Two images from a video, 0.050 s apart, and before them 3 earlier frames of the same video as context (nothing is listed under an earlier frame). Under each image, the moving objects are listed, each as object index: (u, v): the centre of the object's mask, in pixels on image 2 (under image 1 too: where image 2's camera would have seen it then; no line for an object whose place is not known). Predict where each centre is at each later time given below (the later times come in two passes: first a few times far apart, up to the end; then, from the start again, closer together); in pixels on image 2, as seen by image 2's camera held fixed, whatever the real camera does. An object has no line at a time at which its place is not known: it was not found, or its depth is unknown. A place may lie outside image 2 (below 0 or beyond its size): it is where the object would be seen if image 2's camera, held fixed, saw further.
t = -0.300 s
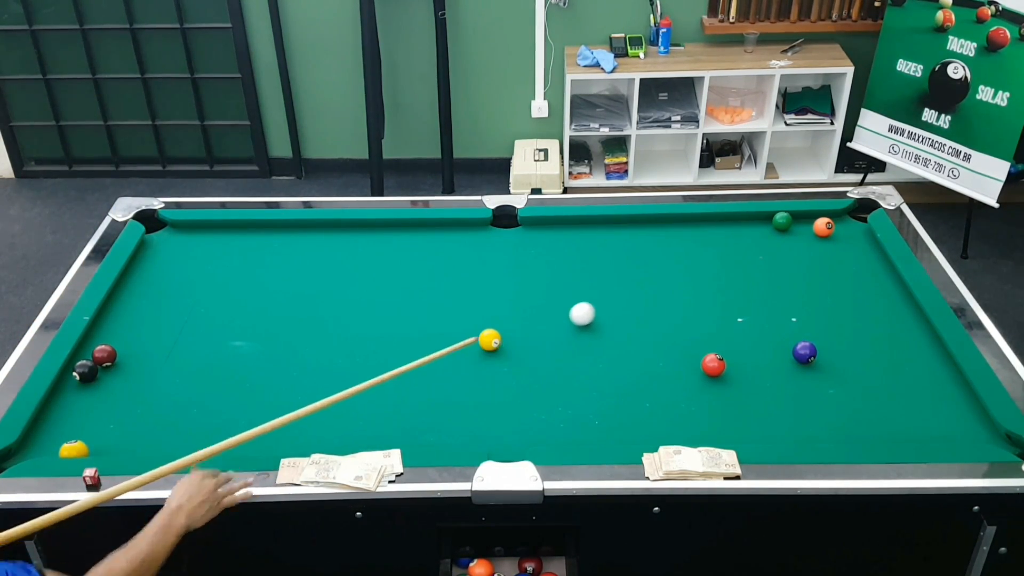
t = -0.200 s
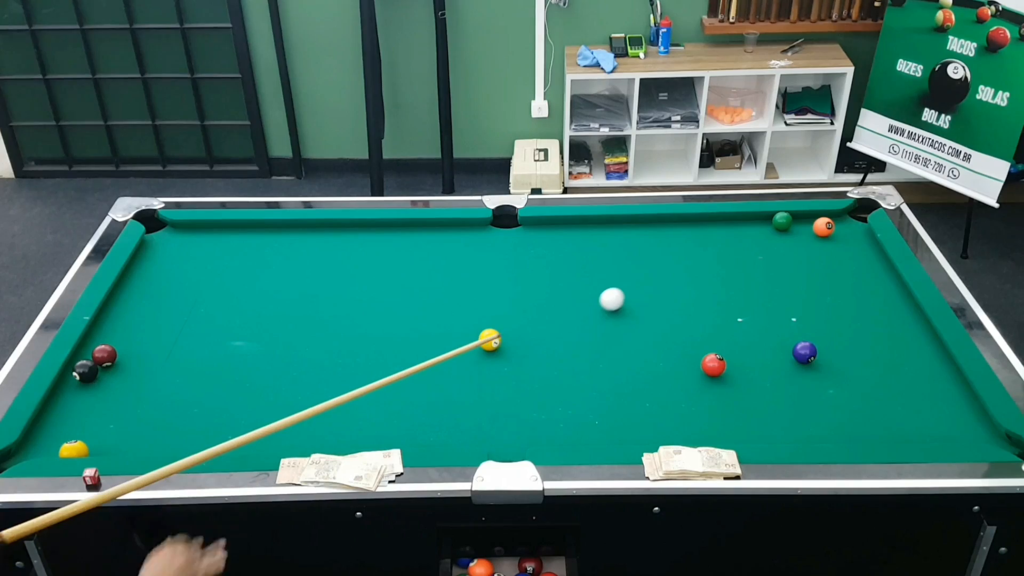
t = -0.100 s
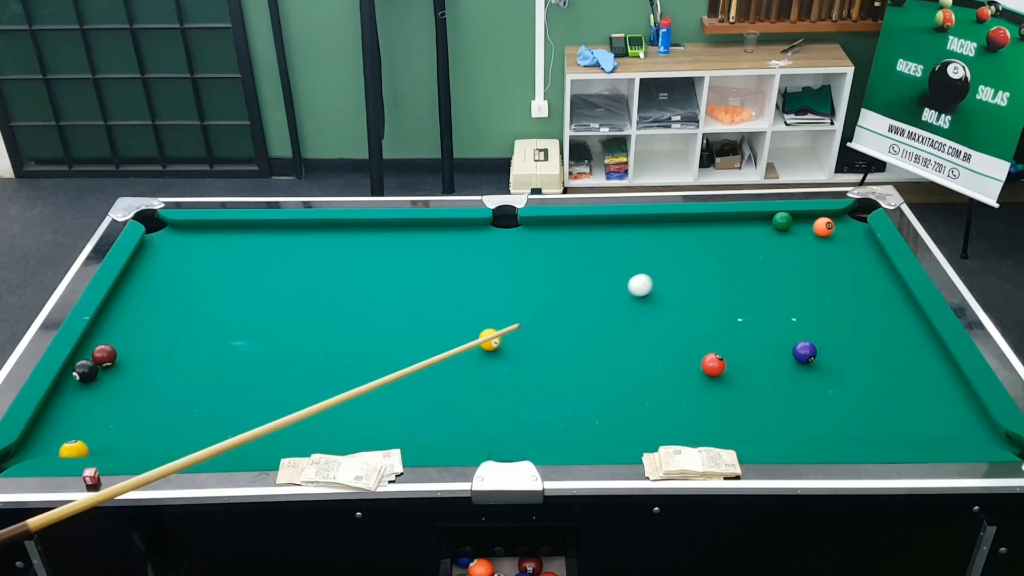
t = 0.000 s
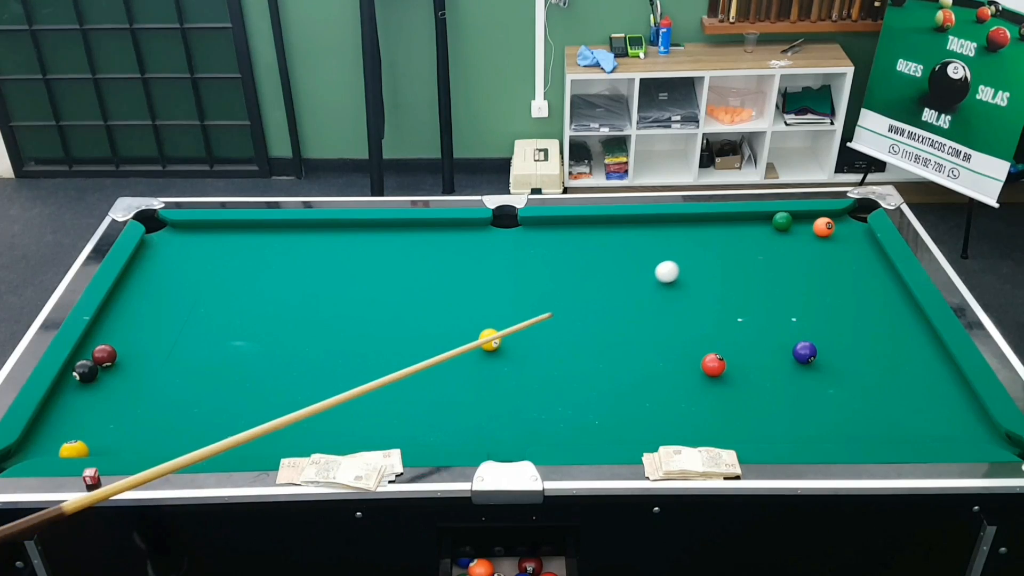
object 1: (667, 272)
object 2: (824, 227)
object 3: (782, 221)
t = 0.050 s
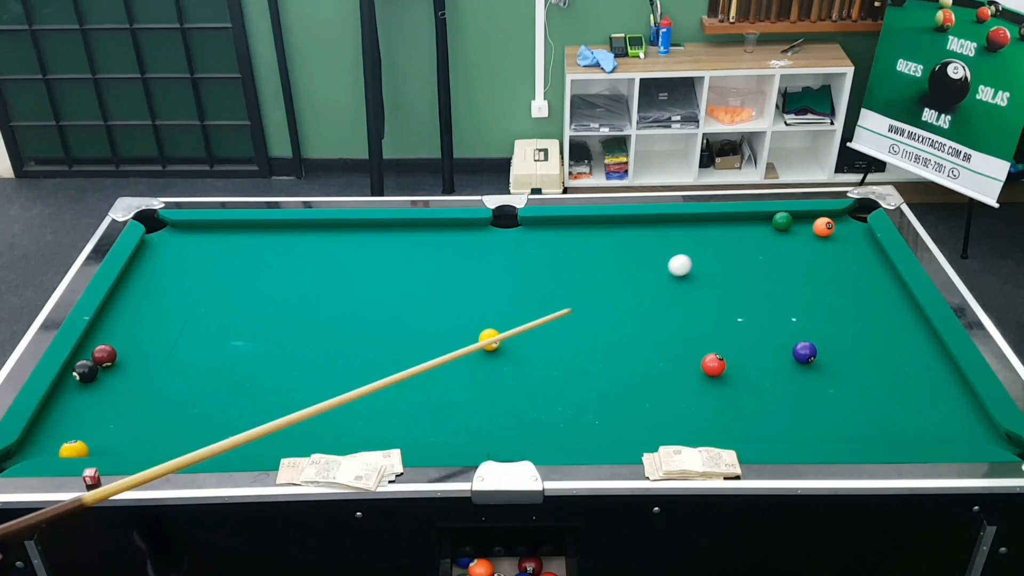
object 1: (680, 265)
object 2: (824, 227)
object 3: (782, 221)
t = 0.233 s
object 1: (724, 243)
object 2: (824, 227)
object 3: (782, 221)
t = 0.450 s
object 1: (762, 220)
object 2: (824, 227)
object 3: (795, 220)
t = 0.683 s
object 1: (767, 227)
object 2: (830, 232)
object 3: (843, 218)
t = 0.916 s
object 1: (772, 233)
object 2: (837, 237)
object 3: (844, 217)
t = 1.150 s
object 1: (775, 239)
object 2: (842, 242)
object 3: (835, 219)
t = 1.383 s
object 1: (778, 243)
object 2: (846, 245)
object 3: (828, 222)
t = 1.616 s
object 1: (781, 246)
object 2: (847, 248)
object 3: (823, 225)
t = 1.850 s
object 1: (782, 248)
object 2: (848, 249)
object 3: (819, 226)
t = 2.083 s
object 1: (781, 248)
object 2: (847, 249)
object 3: (816, 227)
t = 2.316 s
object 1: (780, 248)
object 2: (847, 248)
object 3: (815, 227)
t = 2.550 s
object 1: (780, 248)
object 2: (847, 248)
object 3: (815, 227)
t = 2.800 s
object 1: (780, 248)
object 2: (847, 248)
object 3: (815, 227)
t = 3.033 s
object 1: (780, 248)
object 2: (847, 248)
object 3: (815, 227)
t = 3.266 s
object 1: (780, 248)
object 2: (847, 249)
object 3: (815, 227)
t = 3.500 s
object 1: (780, 248)
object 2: (847, 248)
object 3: (815, 227)
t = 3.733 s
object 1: (780, 248)
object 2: (847, 248)
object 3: (815, 227)
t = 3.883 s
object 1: (780, 248)
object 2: (847, 248)
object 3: (815, 227)
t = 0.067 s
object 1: (684, 263)
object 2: (824, 227)
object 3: (782, 221)
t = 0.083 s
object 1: (688, 261)
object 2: (824, 227)
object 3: (782, 221)
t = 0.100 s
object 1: (692, 259)
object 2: (824, 227)
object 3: (782, 221)
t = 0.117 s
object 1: (697, 257)
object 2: (824, 227)
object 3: (782, 221)
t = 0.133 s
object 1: (700, 255)
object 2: (824, 227)
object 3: (782, 221)
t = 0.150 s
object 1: (705, 253)
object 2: (824, 227)
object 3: (782, 221)
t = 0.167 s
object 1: (709, 251)
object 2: (824, 227)
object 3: (782, 221)
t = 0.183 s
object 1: (713, 249)
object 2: (824, 227)
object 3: (782, 221)
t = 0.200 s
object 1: (717, 247)
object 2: (824, 227)
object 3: (782, 221)
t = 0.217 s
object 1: (721, 245)
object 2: (824, 227)
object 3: (782, 221)
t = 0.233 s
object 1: (724, 243)
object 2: (824, 227)
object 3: (782, 221)
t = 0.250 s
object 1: (728, 241)
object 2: (824, 227)
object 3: (782, 221)
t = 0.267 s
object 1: (732, 239)
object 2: (824, 227)
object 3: (782, 221)
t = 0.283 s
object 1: (736, 237)
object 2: (824, 227)
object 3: (782, 221)
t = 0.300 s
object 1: (740, 235)
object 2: (824, 227)
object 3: (782, 221)
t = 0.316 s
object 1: (743, 233)
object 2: (824, 227)
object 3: (782, 221)
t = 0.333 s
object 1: (747, 232)
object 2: (824, 227)
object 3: (782, 221)
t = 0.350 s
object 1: (751, 230)
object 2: (824, 227)
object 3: (782, 221)
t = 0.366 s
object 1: (755, 228)
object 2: (824, 227)
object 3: (782, 221)
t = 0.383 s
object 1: (758, 226)
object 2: (824, 227)
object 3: (782, 221)
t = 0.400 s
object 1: (762, 224)
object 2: (824, 227)
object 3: (783, 221)
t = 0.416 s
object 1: (763, 222)
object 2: (824, 227)
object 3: (785, 221)
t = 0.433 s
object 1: (763, 221)
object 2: (824, 227)
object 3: (790, 220)
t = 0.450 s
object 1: (762, 220)
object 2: (824, 227)
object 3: (795, 220)
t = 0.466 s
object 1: (763, 219)
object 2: (824, 227)
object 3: (800, 219)
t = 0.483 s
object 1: (763, 219)
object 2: (824, 227)
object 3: (804, 218)
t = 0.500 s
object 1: (763, 220)
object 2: (824, 227)
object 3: (808, 218)
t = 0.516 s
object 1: (763, 221)
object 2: (824, 227)
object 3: (811, 217)
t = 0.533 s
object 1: (764, 222)
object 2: (824, 227)
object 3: (815, 216)
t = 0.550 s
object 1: (764, 223)
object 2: (825, 228)
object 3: (818, 216)
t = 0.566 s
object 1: (764, 223)
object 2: (826, 228)
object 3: (822, 215)
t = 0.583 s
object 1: (765, 224)
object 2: (826, 229)
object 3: (825, 215)
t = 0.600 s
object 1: (765, 224)
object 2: (827, 229)
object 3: (829, 215)
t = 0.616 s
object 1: (766, 225)
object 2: (828, 230)
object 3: (832, 216)
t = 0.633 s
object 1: (766, 225)
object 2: (828, 230)
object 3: (835, 216)
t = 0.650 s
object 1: (766, 226)
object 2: (829, 231)
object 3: (838, 217)
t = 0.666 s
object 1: (767, 226)
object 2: (829, 231)
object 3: (841, 218)
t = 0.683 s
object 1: (767, 227)
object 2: (830, 232)
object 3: (843, 218)
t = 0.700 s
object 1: (768, 227)
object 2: (830, 232)
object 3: (846, 219)
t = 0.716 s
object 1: (768, 228)
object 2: (831, 232)
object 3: (848, 219)
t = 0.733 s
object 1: (768, 228)
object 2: (832, 233)
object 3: (852, 219)
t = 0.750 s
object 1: (768, 229)
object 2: (832, 233)
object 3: (854, 219)
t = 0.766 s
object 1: (769, 229)
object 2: (833, 234)
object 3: (857, 219)
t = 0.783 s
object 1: (769, 230)
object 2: (833, 234)
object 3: (856, 219)
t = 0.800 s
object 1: (769, 230)
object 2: (834, 234)
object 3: (854, 219)
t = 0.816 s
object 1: (770, 231)
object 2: (834, 235)
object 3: (852, 219)
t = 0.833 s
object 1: (770, 231)
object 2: (835, 235)
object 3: (850, 219)
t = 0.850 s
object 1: (770, 232)
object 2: (835, 236)
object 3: (849, 218)
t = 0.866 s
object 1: (771, 232)
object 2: (836, 236)
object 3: (848, 218)
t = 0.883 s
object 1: (771, 232)
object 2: (837, 237)
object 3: (846, 218)
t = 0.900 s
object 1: (771, 233)
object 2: (837, 237)
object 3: (845, 218)
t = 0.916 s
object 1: (772, 233)
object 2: (837, 237)
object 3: (844, 217)
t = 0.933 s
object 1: (772, 234)
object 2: (838, 238)
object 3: (842, 217)
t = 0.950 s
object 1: (772, 234)
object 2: (838, 238)
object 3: (841, 217)
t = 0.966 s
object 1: (772, 234)
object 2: (839, 238)
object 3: (840, 217)
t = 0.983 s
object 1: (773, 235)
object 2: (839, 239)
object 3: (840, 217)
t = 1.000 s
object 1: (773, 235)
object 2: (839, 239)
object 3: (839, 217)
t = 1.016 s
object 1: (773, 236)
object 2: (840, 239)
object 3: (839, 218)
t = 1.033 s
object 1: (773, 236)
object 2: (840, 240)
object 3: (838, 218)
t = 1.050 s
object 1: (774, 236)
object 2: (841, 240)
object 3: (838, 218)
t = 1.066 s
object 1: (774, 237)
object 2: (841, 240)
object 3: (837, 218)
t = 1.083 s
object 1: (774, 237)
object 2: (841, 240)
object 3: (837, 219)
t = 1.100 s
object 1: (774, 238)
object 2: (842, 241)
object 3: (836, 219)
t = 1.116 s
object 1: (775, 238)
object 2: (842, 241)
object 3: (836, 219)
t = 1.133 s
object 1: (775, 238)
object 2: (842, 241)
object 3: (835, 219)
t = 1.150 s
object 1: (775, 239)
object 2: (842, 242)
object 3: (835, 219)
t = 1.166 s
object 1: (775, 239)
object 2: (843, 242)
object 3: (834, 220)
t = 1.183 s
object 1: (776, 239)
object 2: (843, 242)
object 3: (833, 220)
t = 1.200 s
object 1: (776, 240)
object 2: (843, 243)
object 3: (833, 220)
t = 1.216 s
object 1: (776, 240)
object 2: (844, 243)
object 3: (833, 220)
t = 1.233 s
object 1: (776, 240)
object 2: (844, 243)
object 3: (832, 220)
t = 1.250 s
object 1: (777, 241)
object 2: (844, 243)
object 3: (831, 221)
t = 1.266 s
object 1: (777, 241)
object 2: (844, 244)
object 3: (831, 221)
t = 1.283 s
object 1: (777, 241)
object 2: (844, 244)
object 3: (830, 221)
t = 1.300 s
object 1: (777, 242)
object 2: (845, 244)
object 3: (830, 221)
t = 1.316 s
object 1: (778, 242)
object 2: (845, 244)
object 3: (830, 221)
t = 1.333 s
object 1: (778, 242)
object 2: (845, 245)
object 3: (829, 222)
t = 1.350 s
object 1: (778, 242)
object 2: (845, 245)
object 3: (829, 222)
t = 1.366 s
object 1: (778, 243)
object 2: (845, 245)
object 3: (828, 222)
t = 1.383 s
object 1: (778, 243)
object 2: (846, 245)
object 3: (828, 222)
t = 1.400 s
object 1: (779, 243)
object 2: (846, 245)
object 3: (827, 223)
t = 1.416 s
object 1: (779, 243)
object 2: (846, 246)
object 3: (827, 223)
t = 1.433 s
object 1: (779, 244)
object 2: (846, 246)
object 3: (826, 223)
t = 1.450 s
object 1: (779, 244)
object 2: (846, 246)
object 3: (826, 223)
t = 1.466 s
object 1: (779, 244)
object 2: (846, 246)
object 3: (826, 223)
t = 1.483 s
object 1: (780, 244)
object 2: (846, 246)
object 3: (825, 223)
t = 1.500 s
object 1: (780, 245)
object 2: (846, 246)
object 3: (825, 224)
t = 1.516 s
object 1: (780, 245)
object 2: (846, 247)
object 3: (825, 224)
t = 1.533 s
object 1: (780, 245)
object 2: (846, 247)
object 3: (824, 224)
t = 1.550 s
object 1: (780, 245)
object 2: (847, 247)
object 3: (824, 224)
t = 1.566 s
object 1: (780, 245)
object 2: (847, 247)
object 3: (824, 224)
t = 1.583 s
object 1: (780, 246)
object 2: (847, 247)
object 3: (823, 224)
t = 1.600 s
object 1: (781, 246)
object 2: (847, 247)
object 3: (823, 224)
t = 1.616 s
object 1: (781, 246)
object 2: (847, 248)
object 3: (823, 225)
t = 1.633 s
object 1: (781, 246)
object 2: (847, 248)
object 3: (822, 225)
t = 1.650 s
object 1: (781, 246)
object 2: (847, 248)
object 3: (822, 225)
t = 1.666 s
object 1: (781, 247)
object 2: (847, 248)
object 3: (821, 225)
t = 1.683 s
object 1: (781, 247)
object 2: (847, 248)
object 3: (821, 225)
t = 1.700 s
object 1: (781, 247)
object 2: (847, 248)
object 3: (821, 225)
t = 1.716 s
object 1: (781, 247)
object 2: (848, 248)
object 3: (821, 225)
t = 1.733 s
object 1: (781, 247)
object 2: (848, 248)
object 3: (820, 225)
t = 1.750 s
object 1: (781, 247)
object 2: (848, 248)
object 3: (820, 225)
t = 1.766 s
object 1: (782, 247)
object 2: (848, 249)
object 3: (820, 226)
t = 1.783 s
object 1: (782, 248)
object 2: (848, 249)
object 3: (820, 226)
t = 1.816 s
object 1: (782, 248)
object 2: (848, 249)
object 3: (819, 226)
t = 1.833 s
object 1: (782, 248)
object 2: (848, 249)
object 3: (819, 226)
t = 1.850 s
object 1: (782, 248)
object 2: (848, 249)
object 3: (819, 226)
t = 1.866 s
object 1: (782, 248)
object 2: (848, 249)
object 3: (819, 226)
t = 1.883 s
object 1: (781, 248)
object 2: (847, 249)
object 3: (818, 226)
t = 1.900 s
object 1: (781, 248)
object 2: (848, 249)
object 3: (818, 226)
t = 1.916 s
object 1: (781, 248)
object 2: (847, 249)
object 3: (818, 226)
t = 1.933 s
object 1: (781, 248)
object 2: (847, 249)
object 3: (818, 226)
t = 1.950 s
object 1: (781, 248)
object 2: (847, 249)
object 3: (818, 227)
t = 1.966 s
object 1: (781, 248)
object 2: (847, 249)
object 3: (817, 227)
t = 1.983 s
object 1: (781, 248)
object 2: (847, 249)
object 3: (817, 227)
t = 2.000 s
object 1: (781, 248)
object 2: (847, 249)
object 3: (817, 227)
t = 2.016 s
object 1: (781, 248)
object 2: (847, 249)
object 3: (817, 227)
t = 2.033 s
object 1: (781, 248)
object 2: (847, 249)
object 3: (817, 227)
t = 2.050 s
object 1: (781, 248)
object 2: (847, 249)
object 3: (816, 227)
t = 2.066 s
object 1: (781, 248)
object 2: (847, 249)
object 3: (816, 227)
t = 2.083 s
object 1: (781, 248)
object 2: (847, 249)
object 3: (816, 227)
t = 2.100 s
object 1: (781, 248)
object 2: (847, 249)
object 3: (816, 227)
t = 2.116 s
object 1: (781, 248)
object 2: (847, 249)
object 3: (816, 227)
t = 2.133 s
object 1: (781, 248)
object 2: (847, 249)
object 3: (816, 227)
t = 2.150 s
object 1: (780, 248)
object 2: (847, 248)
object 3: (816, 227)
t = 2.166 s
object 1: (780, 248)
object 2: (847, 249)
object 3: (815, 227)
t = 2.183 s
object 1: (780, 248)
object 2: (847, 249)
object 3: (815, 227)
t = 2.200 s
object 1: (780, 248)
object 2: (847, 248)
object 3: (815, 227)
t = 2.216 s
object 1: (780, 248)
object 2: (847, 248)
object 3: (815, 227)
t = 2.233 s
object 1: (780, 248)
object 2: (847, 248)
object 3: (815, 227)
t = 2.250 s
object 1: (780, 248)
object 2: (847, 248)
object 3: (815, 227)
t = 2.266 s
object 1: (780, 248)
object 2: (847, 248)
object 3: (815, 227)
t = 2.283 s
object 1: (780, 248)
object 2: (847, 248)
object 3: (815, 227)
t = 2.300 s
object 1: (780, 248)
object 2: (847, 248)
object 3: (815, 227)
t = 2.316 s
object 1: (780, 248)
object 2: (847, 248)
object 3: (815, 227)
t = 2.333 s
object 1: (780, 248)
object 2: (847, 248)
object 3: (815, 227)
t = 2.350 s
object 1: (780, 248)
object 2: (847, 248)
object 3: (815, 227)
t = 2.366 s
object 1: (780, 248)
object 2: (847, 248)
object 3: (815, 227)
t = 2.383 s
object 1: (780, 248)
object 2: (847, 248)
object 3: (815, 227)
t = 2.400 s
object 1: (780, 248)
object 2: (847, 248)
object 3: (815, 227)
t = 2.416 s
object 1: (780, 248)
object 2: (847, 248)
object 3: (815, 227)
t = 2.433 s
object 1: (780, 248)
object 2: (847, 248)
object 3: (815, 227)
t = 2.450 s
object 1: (780, 248)
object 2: (847, 248)
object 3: (815, 227)
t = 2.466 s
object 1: (780, 248)
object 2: (847, 248)
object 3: (815, 227)
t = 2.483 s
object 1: (780, 248)
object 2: (847, 248)
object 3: (815, 227)
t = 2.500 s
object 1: (780, 248)
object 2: (847, 248)
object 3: (815, 227)
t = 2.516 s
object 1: (780, 248)
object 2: (847, 248)
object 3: (815, 227)
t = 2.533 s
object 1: (780, 248)
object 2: (847, 248)
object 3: (815, 227)
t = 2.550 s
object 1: (780, 248)
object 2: (847, 248)
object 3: (815, 227)
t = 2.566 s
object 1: (780, 248)
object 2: (847, 248)
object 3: (815, 227)
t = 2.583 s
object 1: (780, 248)
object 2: (847, 248)
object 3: (815, 227)
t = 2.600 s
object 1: (780, 248)
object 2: (847, 248)
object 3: (815, 227)
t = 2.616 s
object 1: (780, 248)
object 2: (847, 248)
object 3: (815, 227)
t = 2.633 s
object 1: (780, 248)
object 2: (847, 248)
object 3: (815, 227)
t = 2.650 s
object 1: (780, 248)
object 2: (847, 249)
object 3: (815, 227)
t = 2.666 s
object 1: (780, 248)
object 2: (847, 249)
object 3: (815, 227)
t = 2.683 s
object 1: (780, 248)
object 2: (847, 248)
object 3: (815, 227)
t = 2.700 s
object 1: (780, 248)
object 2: (847, 248)
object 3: (815, 227)
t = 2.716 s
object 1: (780, 248)
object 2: (847, 249)
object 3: (815, 227)
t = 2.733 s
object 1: (780, 248)
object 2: (847, 248)
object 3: (815, 227)
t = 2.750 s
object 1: (780, 248)
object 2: (847, 249)
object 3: (815, 227)
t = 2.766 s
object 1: (780, 248)
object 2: (847, 249)
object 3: (815, 227)
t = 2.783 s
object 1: (780, 248)
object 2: (847, 248)
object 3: (815, 227)
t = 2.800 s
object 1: (780, 248)
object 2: (847, 248)
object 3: (815, 227)
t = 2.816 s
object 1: (780, 248)
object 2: (847, 249)
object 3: (815, 227)
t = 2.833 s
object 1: (780, 248)
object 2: (847, 248)
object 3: (815, 227)
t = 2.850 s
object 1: (780, 248)
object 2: (847, 249)
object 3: (815, 227)
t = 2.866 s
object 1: (780, 248)
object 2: (847, 249)
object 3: (815, 227)
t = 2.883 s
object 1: (780, 248)
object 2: (847, 249)
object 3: (815, 227)
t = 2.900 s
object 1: (780, 248)
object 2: (847, 248)
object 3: (815, 227)
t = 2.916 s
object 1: (780, 248)
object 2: (847, 248)
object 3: (815, 227)
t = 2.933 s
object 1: (780, 248)
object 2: (847, 248)
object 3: (815, 227)
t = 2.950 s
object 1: (780, 248)
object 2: (847, 248)
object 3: (815, 227)
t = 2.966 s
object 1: (780, 248)
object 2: (847, 249)
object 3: (815, 227)
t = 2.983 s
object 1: (780, 248)
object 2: (847, 248)
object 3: (815, 227)
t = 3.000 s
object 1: (780, 248)
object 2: (847, 248)
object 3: (815, 227)
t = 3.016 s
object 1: (780, 248)
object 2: (847, 248)
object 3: (815, 227)
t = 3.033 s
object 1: (780, 248)
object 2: (847, 248)
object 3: (815, 227)
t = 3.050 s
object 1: (780, 248)
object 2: (847, 248)
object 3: (815, 227)
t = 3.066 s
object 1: (780, 248)
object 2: (847, 248)
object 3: (815, 227)
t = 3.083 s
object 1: (780, 248)
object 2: (847, 248)
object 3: (815, 227)
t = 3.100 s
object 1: (780, 248)
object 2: (847, 249)
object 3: (815, 227)
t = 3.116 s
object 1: (780, 248)
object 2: (847, 249)
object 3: (815, 227)
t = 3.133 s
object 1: (780, 248)
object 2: (847, 249)
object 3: (815, 227)
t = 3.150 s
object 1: (780, 248)
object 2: (847, 248)
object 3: (815, 227)
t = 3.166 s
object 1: (780, 248)
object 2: (847, 249)
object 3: (815, 227)
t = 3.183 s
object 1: (780, 248)
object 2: (847, 248)
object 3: (815, 227)
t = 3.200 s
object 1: (780, 248)
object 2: (847, 249)
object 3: (815, 227)
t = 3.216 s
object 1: (780, 248)
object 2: (847, 249)
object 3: (815, 227)
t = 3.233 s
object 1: (780, 248)
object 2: (847, 248)
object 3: (815, 227)
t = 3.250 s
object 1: (780, 248)
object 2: (847, 248)
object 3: (815, 227)
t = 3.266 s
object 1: (780, 248)
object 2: (847, 249)
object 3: (815, 227)
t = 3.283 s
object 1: (780, 248)
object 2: (847, 249)
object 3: (815, 227)
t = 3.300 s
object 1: (780, 248)
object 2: (847, 249)
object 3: (815, 227)
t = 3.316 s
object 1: (780, 248)
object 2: (847, 248)
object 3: (815, 227)
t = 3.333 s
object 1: (780, 248)
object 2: (847, 248)
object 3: (815, 227)
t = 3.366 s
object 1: (780, 248)
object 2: (847, 249)
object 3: (815, 227)
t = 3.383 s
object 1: (780, 248)
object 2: (847, 248)
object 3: (815, 227)
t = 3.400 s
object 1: (780, 248)
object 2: (847, 249)
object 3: (815, 227)
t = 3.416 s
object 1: (780, 248)
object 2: (847, 248)
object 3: (815, 227)
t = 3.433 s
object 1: (780, 248)
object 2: (847, 248)
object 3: (815, 227)
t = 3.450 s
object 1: (780, 248)
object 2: (847, 248)
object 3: (815, 227)
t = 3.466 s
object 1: (780, 248)
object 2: (847, 249)
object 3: (815, 227)
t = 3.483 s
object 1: (780, 248)
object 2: (847, 249)
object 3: (815, 227)
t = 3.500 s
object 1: (780, 248)
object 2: (847, 248)
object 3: (815, 227)
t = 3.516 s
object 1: (780, 248)
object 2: (847, 248)
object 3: (815, 227)
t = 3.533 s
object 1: (780, 248)
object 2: (847, 248)
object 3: (815, 227)
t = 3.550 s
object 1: (780, 248)
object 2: (847, 248)
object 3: (815, 227)
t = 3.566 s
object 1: (780, 248)
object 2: (847, 249)
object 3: (815, 227)
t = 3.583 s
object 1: (780, 248)
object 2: (847, 249)
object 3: (815, 227)
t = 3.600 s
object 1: (780, 248)
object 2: (847, 248)
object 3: (815, 227)
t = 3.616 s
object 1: (780, 248)
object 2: (847, 249)
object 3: (815, 227)
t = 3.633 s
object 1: (780, 248)
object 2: (847, 248)
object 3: (815, 227)
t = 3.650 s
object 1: (780, 248)
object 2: (847, 249)
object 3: (815, 227)
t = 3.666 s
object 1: (780, 248)
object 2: (847, 248)
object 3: (815, 227)
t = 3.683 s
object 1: (780, 248)
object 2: (847, 249)
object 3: (815, 227)
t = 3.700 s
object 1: (780, 248)
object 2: (847, 249)
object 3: (815, 227)
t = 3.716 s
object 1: (780, 248)
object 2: (847, 248)
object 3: (815, 227)
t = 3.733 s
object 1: (780, 248)
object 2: (847, 248)
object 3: (815, 227)
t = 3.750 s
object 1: (780, 248)
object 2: (847, 248)
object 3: (815, 227)
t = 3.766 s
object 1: (780, 248)
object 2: (847, 248)
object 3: (815, 227)
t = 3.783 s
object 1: (780, 248)
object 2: (847, 248)
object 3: (815, 227)
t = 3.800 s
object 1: (780, 248)
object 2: (847, 248)
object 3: (815, 227)
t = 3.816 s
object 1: (780, 248)
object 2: (847, 248)
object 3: (815, 227)
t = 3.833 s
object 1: (780, 248)
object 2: (847, 248)
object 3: (815, 227)
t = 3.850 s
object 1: (780, 248)
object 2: (847, 248)
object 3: (815, 227)
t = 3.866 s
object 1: (780, 248)
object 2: (847, 248)
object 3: (815, 227)
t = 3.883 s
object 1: (780, 248)
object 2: (847, 248)
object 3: (815, 227)
